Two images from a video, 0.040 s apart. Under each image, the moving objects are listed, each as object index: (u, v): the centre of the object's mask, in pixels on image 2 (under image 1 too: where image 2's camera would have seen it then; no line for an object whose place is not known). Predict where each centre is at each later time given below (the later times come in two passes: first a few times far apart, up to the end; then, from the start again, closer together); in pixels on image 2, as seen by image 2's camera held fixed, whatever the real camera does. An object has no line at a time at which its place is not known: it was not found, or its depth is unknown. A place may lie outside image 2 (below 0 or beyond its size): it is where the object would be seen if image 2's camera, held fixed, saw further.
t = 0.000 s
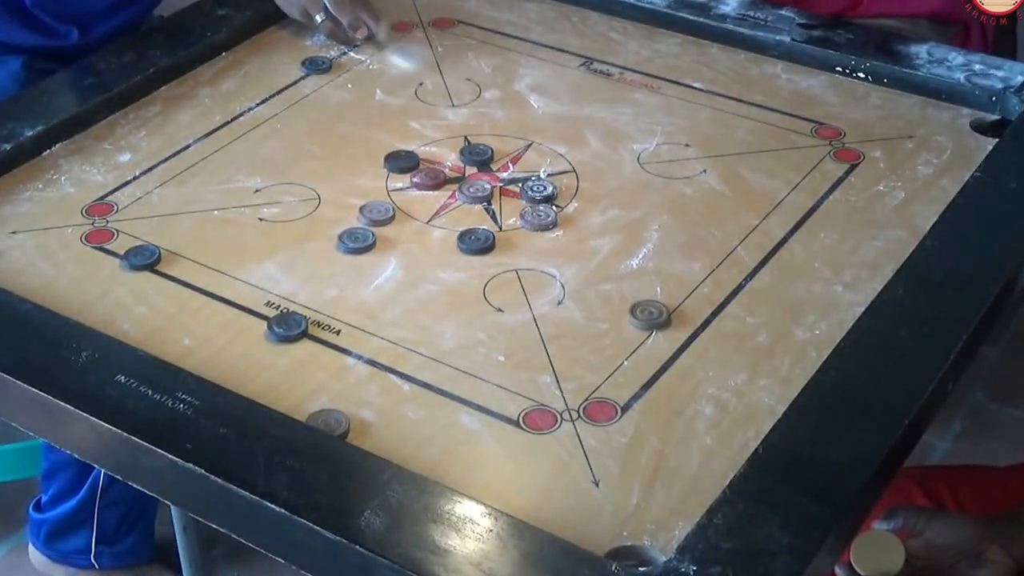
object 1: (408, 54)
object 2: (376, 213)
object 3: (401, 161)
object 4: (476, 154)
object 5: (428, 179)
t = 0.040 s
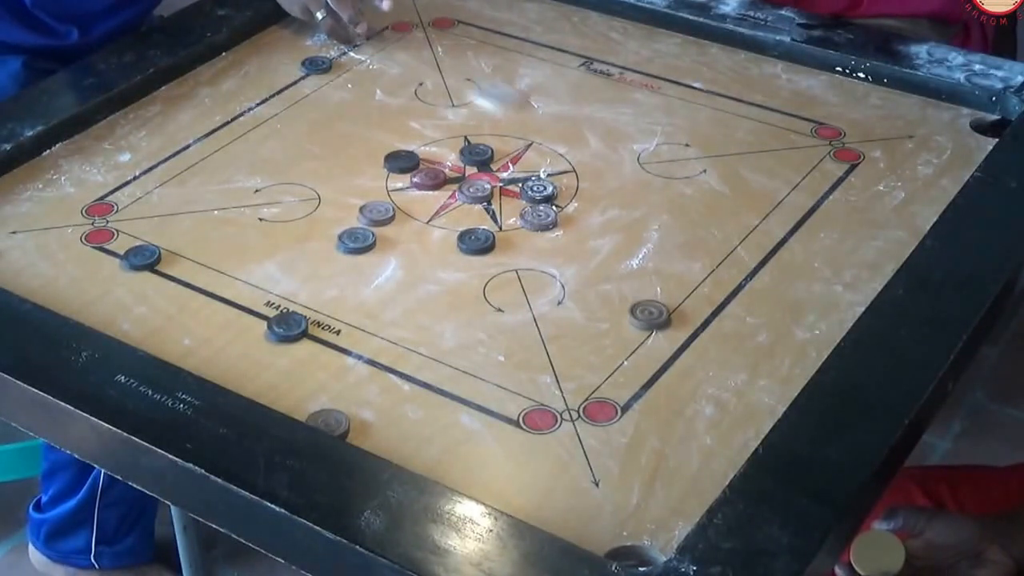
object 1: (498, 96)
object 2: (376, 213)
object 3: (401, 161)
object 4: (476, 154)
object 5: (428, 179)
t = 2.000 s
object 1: (464, 197)
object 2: (76, 190)
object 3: (312, 112)
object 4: (359, 38)
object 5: (381, 177)
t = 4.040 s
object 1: (464, 197)
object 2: (76, 190)
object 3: (312, 112)
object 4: (359, 38)
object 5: (381, 177)
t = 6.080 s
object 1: (464, 197)
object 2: (76, 189)
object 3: (312, 112)
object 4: (359, 38)
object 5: (381, 177)
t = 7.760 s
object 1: (464, 197)
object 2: (76, 190)
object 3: (312, 112)
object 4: (359, 38)
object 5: (380, 177)
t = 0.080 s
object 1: (589, 140)
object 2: (376, 213)
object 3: (401, 162)
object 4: (476, 155)
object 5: (428, 179)
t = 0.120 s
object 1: (689, 189)
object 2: (376, 213)
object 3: (401, 161)
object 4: (476, 154)
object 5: (428, 179)
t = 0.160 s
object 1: (801, 243)
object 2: (376, 213)
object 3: (401, 162)
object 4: (476, 154)
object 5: (428, 179)
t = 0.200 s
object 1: (825, 267)
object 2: (376, 213)
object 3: (401, 161)
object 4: (476, 154)
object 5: (428, 179)
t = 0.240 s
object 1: (712, 244)
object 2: (376, 213)
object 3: (401, 162)
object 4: (476, 154)
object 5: (428, 179)
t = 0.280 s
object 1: (611, 224)
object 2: (376, 213)
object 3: (401, 162)
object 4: (476, 155)
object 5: (428, 179)
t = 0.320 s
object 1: (548, 209)
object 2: (376, 213)
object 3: (401, 161)
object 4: (476, 155)
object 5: (428, 179)
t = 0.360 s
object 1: (514, 202)
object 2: (356, 212)
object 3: (401, 161)
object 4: (462, 144)
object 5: (428, 179)
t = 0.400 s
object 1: (496, 200)
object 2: (316, 207)
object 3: (397, 159)
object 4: (426, 123)
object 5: (419, 177)
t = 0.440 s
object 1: (483, 199)
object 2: (280, 203)
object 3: (381, 150)
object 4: (395, 103)
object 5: (410, 179)
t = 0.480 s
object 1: (476, 198)
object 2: (247, 201)
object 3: (367, 141)
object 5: (400, 179)
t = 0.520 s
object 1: (470, 197)
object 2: (218, 198)
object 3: (354, 135)
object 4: (344, 70)
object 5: (391, 178)
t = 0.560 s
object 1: (466, 197)
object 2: (191, 196)
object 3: (344, 129)
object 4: (347, 62)
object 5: (385, 178)
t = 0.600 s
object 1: (464, 197)
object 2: (169, 194)
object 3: (335, 124)
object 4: (349, 54)
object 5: (381, 177)
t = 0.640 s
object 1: (464, 197)
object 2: (146, 192)
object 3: (328, 119)
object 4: (352, 49)
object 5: (381, 177)
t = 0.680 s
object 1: (464, 197)
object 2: (129, 191)
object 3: (322, 116)
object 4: (355, 44)
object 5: (381, 177)
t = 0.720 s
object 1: (464, 197)
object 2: (113, 191)
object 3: (317, 114)
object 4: (356, 41)
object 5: (381, 177)
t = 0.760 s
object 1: (464, 197)
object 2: (100, 190)
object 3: (314, 113)
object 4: (358, 39)
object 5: (381, 177)
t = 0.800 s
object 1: (464, 197)
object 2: (91, 190)
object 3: (313, 112)
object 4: (359, 38)
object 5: (381, 177)
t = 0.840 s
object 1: (464, 197)
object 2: (83, 190)
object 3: (312, 112)
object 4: (359, 38)
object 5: (381, 177)
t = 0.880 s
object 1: (464, 197)
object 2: (78, 190)
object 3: (312, 112)
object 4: (359, 38)
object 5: (381, 177)
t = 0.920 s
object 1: (464, 197)
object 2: (77, 190)
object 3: (312, 112)
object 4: (359, 38)
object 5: (381, 177)
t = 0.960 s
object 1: (464, 197)
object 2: (76, 190)
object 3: (313, 112)
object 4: (359, 38)
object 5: (381, 177)
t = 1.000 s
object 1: (463, 196)
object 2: (76, 190)
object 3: (313, 112)
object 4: (359, 38)
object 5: (381, 177)
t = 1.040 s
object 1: (463, 197)
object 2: (76, 190)
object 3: (312, 112)
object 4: (359, 38)
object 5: (381, 177)
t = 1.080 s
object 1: (464, 197)
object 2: (76, 190)
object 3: (313, 112)
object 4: (359, 38)
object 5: (381, 177)
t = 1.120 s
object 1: (464, 197)
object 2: (76, 190)
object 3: (312, 112)
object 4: (359, 38)
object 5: (381, 177)
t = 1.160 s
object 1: (464, 197)
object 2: (76, 190)
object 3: (312, 112)
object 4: (359, 38)
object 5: (381, 177)
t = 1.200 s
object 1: (464, 197)
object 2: (76, 190)
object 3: (312, 112)
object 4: (359, 38)
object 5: (381, 177)
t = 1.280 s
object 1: (464, 197)
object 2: (76, 190)
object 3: (312, 112)
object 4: (359, 38)
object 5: (381, 177)
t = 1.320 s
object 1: (464, 197)
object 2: (76, 190)
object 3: (312, 112)
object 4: (359, 38)
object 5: (381, 177)
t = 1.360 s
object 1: (464, 197)
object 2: (76, 190)
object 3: (312, 112)
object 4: (359, 38)
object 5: (381, 177)
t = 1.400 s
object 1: (464, 197)
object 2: (76, 190)
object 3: (312, 112)
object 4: (359, 38)
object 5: (381, 177)
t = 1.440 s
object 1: (464, 197)
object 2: (76, 190)
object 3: (312, 112)
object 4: (359, 38)
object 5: (381, 177)
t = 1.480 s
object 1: (464, 197)
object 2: (76, 190)
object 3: (312, 112)
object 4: (359, 38)
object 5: (381, 177)
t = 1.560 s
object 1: (464, 197)
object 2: (76, 190)
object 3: (312, 112)
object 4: (359, 38)
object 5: (381, 177)
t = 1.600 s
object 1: (464, 197)
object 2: (76, 190)
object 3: (312, 112)
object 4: (359, 38)
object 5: (381, 177)
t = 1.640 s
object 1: (464, 197)
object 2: (76, 190)
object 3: (312, 112)
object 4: (359, 38)
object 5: (381, 177)
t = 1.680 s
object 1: (464, 197)
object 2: (76, 190)
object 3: (312, 112)
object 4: (359, 38)
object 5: (381, 177)
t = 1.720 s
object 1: (464, 197)
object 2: (76, 190)
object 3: (312, 112)
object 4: (359, 38)
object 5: (381, 177)
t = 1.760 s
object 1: (464, 197)
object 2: (76, 190)
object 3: (312, 112)
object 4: (359, 38)
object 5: (381, 177)
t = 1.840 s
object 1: (464, 197)
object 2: (76, 190)
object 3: (312, 112)
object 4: (359, 38)
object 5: (381, 177)
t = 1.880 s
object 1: (464, 197)
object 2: (76, 190)
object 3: (312, 112)
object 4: (359, 38)
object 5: (381, 177)
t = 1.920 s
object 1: (464, 197)
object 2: (76, 190)
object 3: (312, 112)
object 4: (359, 38)
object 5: (381, 177)
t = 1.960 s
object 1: (464, 197)
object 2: (76, 190)
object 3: (312, 112)
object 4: (359, 38)
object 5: (381, 177)
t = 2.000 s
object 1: (464, 197)
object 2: (76, 190)
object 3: (312, 112)
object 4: (359, 38)
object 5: (381, 177)
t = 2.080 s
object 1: (464, 197)
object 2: (76, 190)
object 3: (312, 112)
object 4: (359, 38)
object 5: (381, 177)
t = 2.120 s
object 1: (464, 197)
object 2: (76, 190)
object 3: (312, 112)
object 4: (359, 38)
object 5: (381, 177)
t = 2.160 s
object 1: (464, 197)
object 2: (76, 190)
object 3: (312, 112)
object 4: (359, 38)
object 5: (381, 177)
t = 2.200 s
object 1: (464, 197)
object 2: (76, 190)
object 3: (312, 112)
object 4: (359, 38)
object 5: (381, 177)
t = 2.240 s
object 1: (464, 197)
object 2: (76, 190)
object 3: (312, 112)
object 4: (359, 38)
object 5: (381, 177)
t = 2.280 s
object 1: (464, 197)
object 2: (76, 190)
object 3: (312, 112)
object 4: (359, 38)
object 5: (381, 177)
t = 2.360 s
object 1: (464, 197)
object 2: (76, 190)
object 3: (312, 112)
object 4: (359, 38)
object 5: (381, 177)
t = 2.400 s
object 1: (464, 197)
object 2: (76, 190)
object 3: (312, 112)
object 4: (359, 38)
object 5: (381, 177)
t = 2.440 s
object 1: (464, 197)
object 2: (76, 190)
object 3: (312, 112)
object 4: (359, 38)
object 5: (381, 177)
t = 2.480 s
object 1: (464, 197)
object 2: (76, 190)
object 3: (312, 112)
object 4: (359, 38)
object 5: (381, 177)
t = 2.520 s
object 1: (464, 197)
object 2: (76, 190)
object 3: (312, 112)
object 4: (359, 38)
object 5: (381, 177)
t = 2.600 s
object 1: (463, 197)
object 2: (76, 190)
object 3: (312, 112)
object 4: (359, 38)
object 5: (381, 177)
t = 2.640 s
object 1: (464, 197)
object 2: (76, 190)
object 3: (312, 112)
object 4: (359, 38)
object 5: (381, 177)
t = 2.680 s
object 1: (464, 197)
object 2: (76, 190)
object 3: (312, 112)
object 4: (359, 38)
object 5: (381, 177)
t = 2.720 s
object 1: (463, 197)
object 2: (76, 190)
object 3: (312, 112)
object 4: (359, 38)
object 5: (381, 177)
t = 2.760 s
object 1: (463, 197)
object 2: (76, 190)
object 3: (312, 112)
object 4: (359, 38)
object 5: (381, 177)
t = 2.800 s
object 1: (463, 197)
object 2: (76, 190)
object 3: (312, 112)
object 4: (359, 38)
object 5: (381, 177)
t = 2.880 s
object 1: (464, 197)
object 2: (76, 190)
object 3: (312, 112)
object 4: (359, 38)
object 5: (381, 177)
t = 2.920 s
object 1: (463, 197)
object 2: (76, 190)
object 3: (312, 112)
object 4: (359, 38)
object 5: (381, 177)
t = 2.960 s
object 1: (464, 197)
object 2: (76, 190)
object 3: (312, 112)
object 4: (359, 38)
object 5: (381, 177)
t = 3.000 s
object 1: (464, 197)
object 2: (76, 190)
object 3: (312, 112)
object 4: (359, 38)
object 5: (381, 177)
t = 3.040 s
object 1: (464, 197)
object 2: (76, 190)
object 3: (312, 112)
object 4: (359, 38)
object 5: (381, 177)
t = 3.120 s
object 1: (464, 197)
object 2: (76, 190)
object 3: (312, 112)
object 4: (359, 38)
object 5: (381, 177)
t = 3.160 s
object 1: (464, 197)
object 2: (76, 190)
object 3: (312, 112)
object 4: (359, 38)
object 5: (381, 177)
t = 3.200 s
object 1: (464, 197)
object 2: (76, 190)
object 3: (312, 112)
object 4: (359, 38)
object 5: (381, 177)
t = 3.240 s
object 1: (464, 197)
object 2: (76, 190)
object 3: (312, 112)
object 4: (359, 38)
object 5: (381, 177)
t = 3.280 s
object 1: (464, 197)
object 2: (76, 190)
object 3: (312, 112)
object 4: (359, 38)
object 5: (381, 177)
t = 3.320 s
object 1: (464, 197)
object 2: (76, 190)
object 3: (312, 112)
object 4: (359, 38)
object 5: (381, 177)
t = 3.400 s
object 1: (464, 197)
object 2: (76, 190)
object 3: (312, 112)
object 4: (359, 38)
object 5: (381, 177)
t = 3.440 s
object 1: (464, 197)
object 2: (76, 190)
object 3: (312, 112)
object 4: (359, 38)
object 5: (381, 177)
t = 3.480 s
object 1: (464, 197)
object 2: (76, 190)
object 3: (312, 112)
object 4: (359, 38)
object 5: (381, 177)
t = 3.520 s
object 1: (464, 197)
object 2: (76, 190)
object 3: (312, 112)
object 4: (359, 38)
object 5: (381, 177)
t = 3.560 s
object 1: (464, 197)
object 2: (76, 190)
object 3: (312, 112)
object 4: (359, 38)
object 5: (381, 177)
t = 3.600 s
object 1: (464, 197)
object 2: (76, 190)
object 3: (312, 112)
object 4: (359, 38)
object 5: (381, 177)
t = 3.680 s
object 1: (464, 197)
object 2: (76, 190)
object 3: (312, 112)
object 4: (359, 38)
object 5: (381, 177)
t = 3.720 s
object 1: (464, 197)
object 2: (76, 190)
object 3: (312, 112)
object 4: (359, 38)
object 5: (381, 177)
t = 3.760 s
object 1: (464, 197)
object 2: (76, 190)
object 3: (312, 112)
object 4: (359, 38)
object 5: (381, 177)
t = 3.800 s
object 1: (464, 197)
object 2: (76, 190)
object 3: (312, 112)
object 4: (359, 38)
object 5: (381, 177)
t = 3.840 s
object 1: (464, 197)
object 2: (76, 190)
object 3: (312, 112)
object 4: (359, 38)
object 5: (381, 177)
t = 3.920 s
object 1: (464, 197)
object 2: (76, 190)
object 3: (312, 112)
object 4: (359, 38)
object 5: (381, 177)
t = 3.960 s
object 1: (464, 197)
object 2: (76, 190)
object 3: (312, 112)
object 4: (359, 38)
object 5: (381, 177)
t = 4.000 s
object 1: (464, 197)
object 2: (76, 190)
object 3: (312, 112)
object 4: (359, 38)
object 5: (381, 177)
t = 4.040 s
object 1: (464, 197)
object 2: (76, 190)
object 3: (312, 112)
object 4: (359, 38)
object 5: (381, 177)
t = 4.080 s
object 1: (464, 197)
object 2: (76, 190)
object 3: (312, 112)
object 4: (359, 38)
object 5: (381, 177)
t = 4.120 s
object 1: (464, 197)
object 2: (76, 190)
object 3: (312, 112)
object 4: (359, 38)
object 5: (381, 177)
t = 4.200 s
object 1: (464, 197)
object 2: (76, 190)
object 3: (312, 112)
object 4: (359, 38)
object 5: (381, 177)
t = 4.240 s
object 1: (464, 197)
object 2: (76, 190)
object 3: (312, 112)
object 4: (359, 38)
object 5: (381, 177)
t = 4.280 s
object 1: (464, 197)
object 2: (76, 190)
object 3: (312, 112)
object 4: (359, 38)
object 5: (380, 177)
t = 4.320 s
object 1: (464, 197)
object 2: (76, 190)
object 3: (312, 112)
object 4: (359, 38)
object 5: (380, 177)
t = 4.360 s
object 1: (464, 197)
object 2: (76, 190)
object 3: (312, 112)
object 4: (359, 38)
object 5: (380, 177)
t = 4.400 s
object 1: (464, 197)
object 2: (76, 190)
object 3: (312, 112)
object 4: (359, 38)
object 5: (380, 177)
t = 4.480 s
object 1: (464, 197)
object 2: (76, 190)
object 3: (312, 112)
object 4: (359, 38)
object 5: (380, 177)
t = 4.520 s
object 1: (464, 197)
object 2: (76, 190)
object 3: (312, 112)
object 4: (359, 38)
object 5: (380, 177)
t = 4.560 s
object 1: (464, 197)
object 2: (76, 190)
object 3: (312, 112)
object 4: (359, 38)
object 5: (380, 177)
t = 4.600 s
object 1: (464, 197)
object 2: (76, 190)
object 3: (312, 112)
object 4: (359, 38)
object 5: (380, 177)
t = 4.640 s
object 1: (464, 197)
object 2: (76, 190)
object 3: (312, 112)
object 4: (359, 38)
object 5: (380, 177)
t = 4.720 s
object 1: (464, 197)
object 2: (76, 190)
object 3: (312, 112)
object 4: (359, 38)
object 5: (380, 177)
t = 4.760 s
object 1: (464, 197)
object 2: (76, 190)
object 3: (312, 112)
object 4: (359, 38)
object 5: (380, 177)
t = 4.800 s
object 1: (464, 197)
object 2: (76, 190)
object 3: (312, 112)
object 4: (359, 38)
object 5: (380, 177)
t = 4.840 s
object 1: (464, 197)
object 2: (76, 190)
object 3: (312, 112)
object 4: (359, 38)
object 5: (380, 177)
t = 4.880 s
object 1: (464, 197)
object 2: (76, 190)
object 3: (312, 112)
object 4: (359, 38)
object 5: (380, 177)
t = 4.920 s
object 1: (464, 197)
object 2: (76, 190)
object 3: (312, 112)
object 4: (359, 38)
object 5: (380, 177)
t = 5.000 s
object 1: (464, 197)
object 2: (76, 190)
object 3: (312, 112)
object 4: (359, 38)
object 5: (380, 177)
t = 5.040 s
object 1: (464, 197)
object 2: (76, 190)
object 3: (312, 112)
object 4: (359, 38)
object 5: (380, 177)
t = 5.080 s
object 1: (464, 197)
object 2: (76, 190)
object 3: (312, 112)
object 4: (359, 38)
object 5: (380, 177)
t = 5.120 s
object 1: (464, 197)
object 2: (76, 190)
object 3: (312, 112)
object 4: (359, 38)
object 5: (380, 177)
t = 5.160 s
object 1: (464, 197)
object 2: (76, 190)
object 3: (312, 112)
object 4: (359, 38)
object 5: (380, 177)
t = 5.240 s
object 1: (464, 197)
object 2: (76, 190)
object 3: (312, 112)
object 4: (359, 38)
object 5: (380, 177)
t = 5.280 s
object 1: (464, 197)
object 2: (76, 190)
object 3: (312, 112)
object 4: (359, 38)
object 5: (380, 177)
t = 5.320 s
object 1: (464, 197)
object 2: (76, 190)
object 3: (312, 112)
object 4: (359, 38)
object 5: (380, 177)
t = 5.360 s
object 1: (464, 197)
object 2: (76, 190)
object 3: (312, 112)
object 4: (359, 38)
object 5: (380, 177)
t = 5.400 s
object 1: (464, 197)
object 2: (76, 190)
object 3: (312, 112)
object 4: (359, 38)
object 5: (380, 177)
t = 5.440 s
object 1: (464, 197)
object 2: (76, 190)
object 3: (312, 112)
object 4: (359, 38)
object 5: (381, 177)
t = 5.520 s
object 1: (464, 197)
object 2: (76, 190)
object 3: (312, 112)
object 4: (359, 38)
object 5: (381, 177)
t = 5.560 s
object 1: (464, 197)
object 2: (76, 190)
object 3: (312, 112)
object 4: (359, 38)
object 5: (381, 177)
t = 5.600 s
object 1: (464, 197)
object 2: (76, 190)
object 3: (312, 112)
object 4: (359, 38)
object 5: (381, 177)
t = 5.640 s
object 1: (464, 197)
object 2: (76, 190)
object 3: (312, 112)
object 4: (359, 38)
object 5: (381, 177)
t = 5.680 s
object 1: (464, 197)
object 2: (76, 190)
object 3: (312, 112)
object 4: (359, 38)
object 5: (381, 177)
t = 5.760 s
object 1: (464, 197)
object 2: (76, 189)
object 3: (312, 112)
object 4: (359, 38)
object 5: (381, 177)
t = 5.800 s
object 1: (464, 197)
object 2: (76, 190)
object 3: (312, 112)
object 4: (359, 38)
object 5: (381, 177)
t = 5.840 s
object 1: (464, 197)
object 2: (76, 190)
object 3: (312, 112)
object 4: (359, 38)
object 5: (381, 177)
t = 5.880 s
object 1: (464, 197)
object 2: (76, 190)
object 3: (312, 112)
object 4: (359, 38)
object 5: (381, 177)
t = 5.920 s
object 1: (464, 197)
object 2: (76, 189)
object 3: (312, 112)
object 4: (359, 38)
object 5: (381, 177)
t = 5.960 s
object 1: (464, 197)
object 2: (76, 189)
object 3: (312, 112)
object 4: (359, 38)
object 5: (381, 177)
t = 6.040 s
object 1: (464, 197)
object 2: (76, 189)
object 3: (312, 112)
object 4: (359, 38)
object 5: (381, 177)
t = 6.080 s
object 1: (464, 197)
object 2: (76, 189)
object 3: (312, 112)
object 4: (359, 38)
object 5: (381, 177)
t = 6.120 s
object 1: (464, 197)
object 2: (76, 189)
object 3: (312, 112)
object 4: (359, 38)
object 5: (381, 177)
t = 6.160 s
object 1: (464, 197)
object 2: (76, 189)
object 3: (312, 112)
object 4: (359, 38)
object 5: (381, 177)
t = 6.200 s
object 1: (464, 197)
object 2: (76, 189)
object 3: (312, 112)
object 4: (359, 38)
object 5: (381, 177)
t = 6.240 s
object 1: (464, 197)
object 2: (76, 189)
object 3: (312, 112)
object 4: (359, 38)
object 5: (381, 177)
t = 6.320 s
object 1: (464, 197)
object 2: (76, 189)
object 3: (312, 112)
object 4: (359, 38)
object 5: (380, 177)
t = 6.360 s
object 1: (464, 197)
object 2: (76, 189)
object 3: (312, 112)
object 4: (359, 38)
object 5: (380, 177)
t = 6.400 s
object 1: (464, 197)
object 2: (76, 189)
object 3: (312, 112)
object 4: (359, 38)
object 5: (380, 177)
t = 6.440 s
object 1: (464, 197)
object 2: (76, 189)
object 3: (312, 112)
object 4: (359, 38)
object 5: (380, 177)
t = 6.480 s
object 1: (464, 197)
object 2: (76, 189)
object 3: (312, 112)
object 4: (359, 38)
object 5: (380, 177)
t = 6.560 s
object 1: (464, 197)
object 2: (76, 189)
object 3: (312, 112)
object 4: (359, 38)
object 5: (380, 177)
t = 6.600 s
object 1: (464, 197)
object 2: (76, 190)
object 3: (312, 112)
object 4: (359, 38)
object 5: (380, 177)
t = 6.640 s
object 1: (464, 197)
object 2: (76, 190)
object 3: (312, 112)
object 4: (359, 38)
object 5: (380, 177)
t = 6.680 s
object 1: (464, 197)
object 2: (76, 190)
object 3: (312, 112)
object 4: (359, 38)
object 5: (380, 177)
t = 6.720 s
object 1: (464, 197)
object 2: (76, 190)
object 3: (312, 112)
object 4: (359, 38)
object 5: (380, 177)
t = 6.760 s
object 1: (464, 197)
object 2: (76, 190)
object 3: (312, 112)
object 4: (359, 38)
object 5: (380, 177)
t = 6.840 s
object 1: (464, 197)
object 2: (76, 190)
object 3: (312, 112)
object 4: (359, 38)
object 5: (380, 177)
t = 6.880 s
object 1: (464, 197)
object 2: (76, 190)
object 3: (312, 112)
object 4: (359, 38)
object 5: (380, 177)
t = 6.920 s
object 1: (464, 197)
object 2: (76, 190)
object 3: (312, 112)
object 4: (359, 38)
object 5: (380, 177)
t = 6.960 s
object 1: (464, 197)
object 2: (76, 190)
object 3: (312, 112)
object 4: (359, 38)
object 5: (380, 177)
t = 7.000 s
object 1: (464, 197)
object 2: (76, 190)
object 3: (312, 112)
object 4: (359, 38)
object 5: (380, 177)
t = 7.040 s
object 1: (464, 197)
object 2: (76, 190)
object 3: (312, 112)
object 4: (359, 38)
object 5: (380, 177)
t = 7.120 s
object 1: (464, 197)
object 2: (76, 190)
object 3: (312, 112)
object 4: (359, 38)
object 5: (381, 177)
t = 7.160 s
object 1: (464, 197)
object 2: (76, 190)
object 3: (312, 112)
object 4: (359, 38)
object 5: (381, 177)
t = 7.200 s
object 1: (464, 197)
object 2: (76, 190)
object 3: (312, 112)
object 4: (359, 38)
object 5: (381, 177)
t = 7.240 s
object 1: (464, 197)
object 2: (76, 189)
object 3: (312, 112)
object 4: (359, 38)
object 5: (381, 177)
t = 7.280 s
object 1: (464, 197)
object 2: (76, 190)
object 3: (312, 112)
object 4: (359, 38)
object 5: (381, 177)
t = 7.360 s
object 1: (464, 197)
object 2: (76, 190)
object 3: (312, 112)
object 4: (359, 38)
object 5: (380, 177)
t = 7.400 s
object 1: (464, 197)
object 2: (76, 190)
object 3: (312, 112)
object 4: (359, 38)
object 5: (380, 177)
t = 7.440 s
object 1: (464, 197)
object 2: (76, 190)
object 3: (312, 112)
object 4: (359, 38)
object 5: (380, 177)
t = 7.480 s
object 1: (464, 197)
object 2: (76, 190)
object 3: (312, 112)
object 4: (359, 38)
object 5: (380, 177)
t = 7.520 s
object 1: (464, 197)
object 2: (76, 190)
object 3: (312, 112)
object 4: (359, 38)
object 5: (380, 177)
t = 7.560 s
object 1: (463, 197)
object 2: (76, 190)
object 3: (312, 112)
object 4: (359, 38)
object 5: (380, 177)
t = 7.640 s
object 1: (464, 197)
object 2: (76, 190)
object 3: (312, 112)
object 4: (359, 38)
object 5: (380, 177)
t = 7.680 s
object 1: (463, 197)
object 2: (76, 190)
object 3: (312, 112)
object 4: (359, 38)
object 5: (380, 177)
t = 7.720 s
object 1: (464, 197)
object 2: (76, 190)
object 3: (312, 112)
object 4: (359, 38)
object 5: (380, 177)
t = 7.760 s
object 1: (464, 197)
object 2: (76, 190)
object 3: (312, 112)
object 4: (359, 38)
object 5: (380, 177)
